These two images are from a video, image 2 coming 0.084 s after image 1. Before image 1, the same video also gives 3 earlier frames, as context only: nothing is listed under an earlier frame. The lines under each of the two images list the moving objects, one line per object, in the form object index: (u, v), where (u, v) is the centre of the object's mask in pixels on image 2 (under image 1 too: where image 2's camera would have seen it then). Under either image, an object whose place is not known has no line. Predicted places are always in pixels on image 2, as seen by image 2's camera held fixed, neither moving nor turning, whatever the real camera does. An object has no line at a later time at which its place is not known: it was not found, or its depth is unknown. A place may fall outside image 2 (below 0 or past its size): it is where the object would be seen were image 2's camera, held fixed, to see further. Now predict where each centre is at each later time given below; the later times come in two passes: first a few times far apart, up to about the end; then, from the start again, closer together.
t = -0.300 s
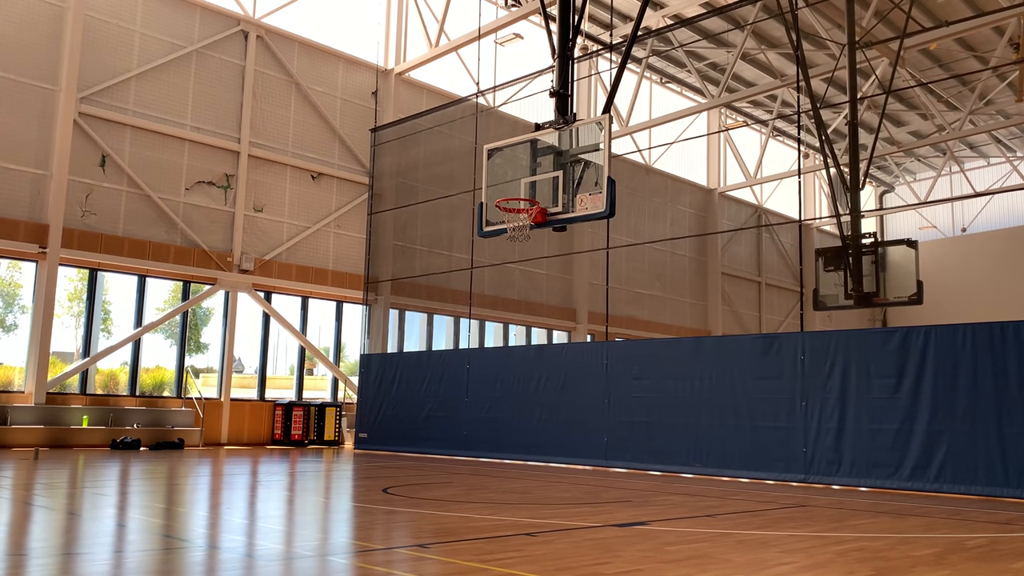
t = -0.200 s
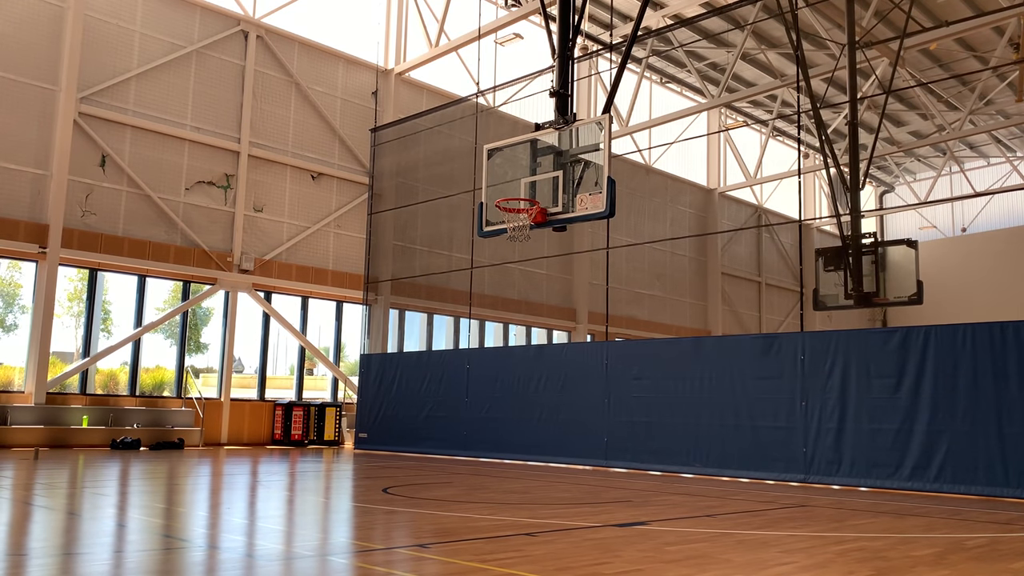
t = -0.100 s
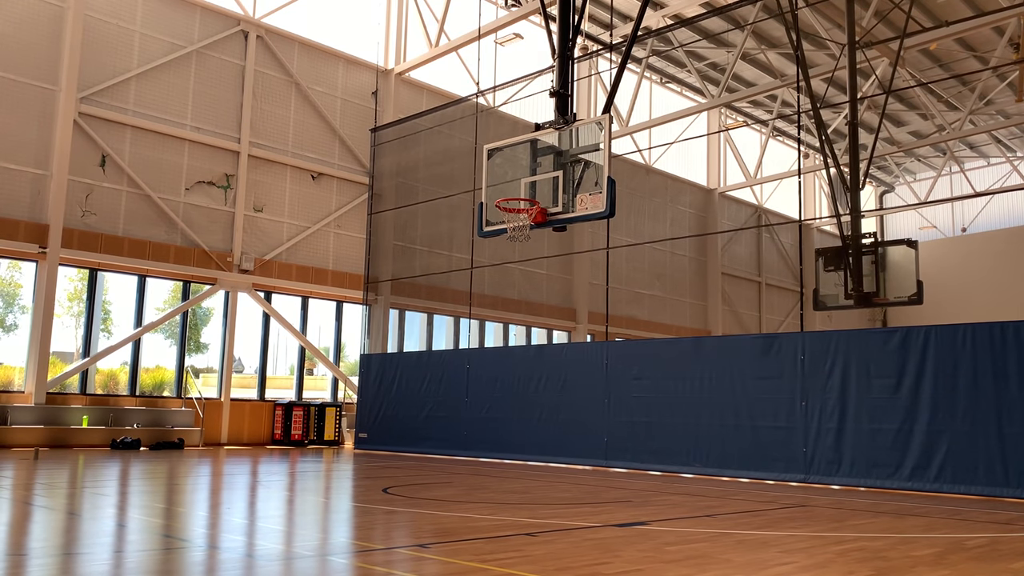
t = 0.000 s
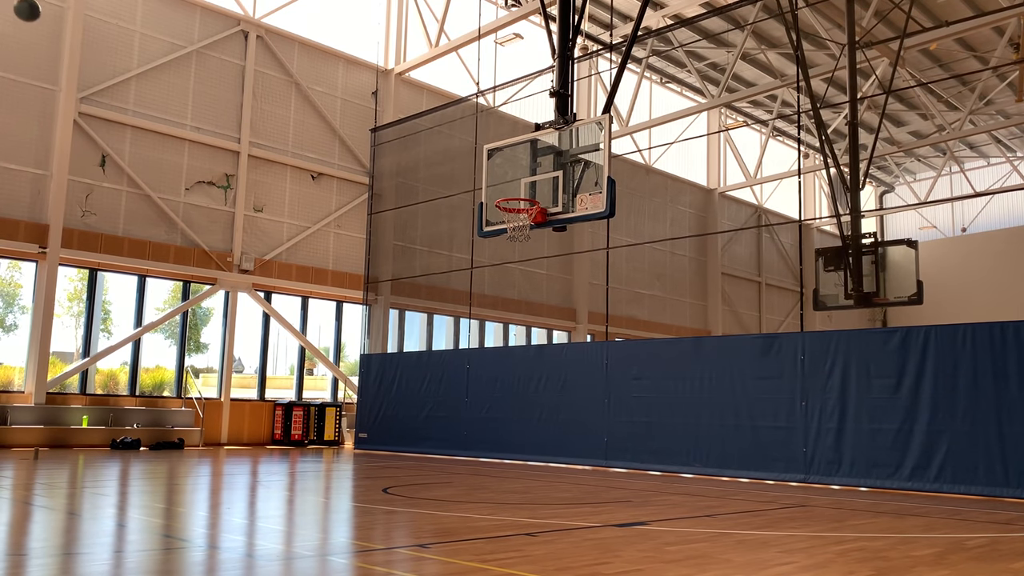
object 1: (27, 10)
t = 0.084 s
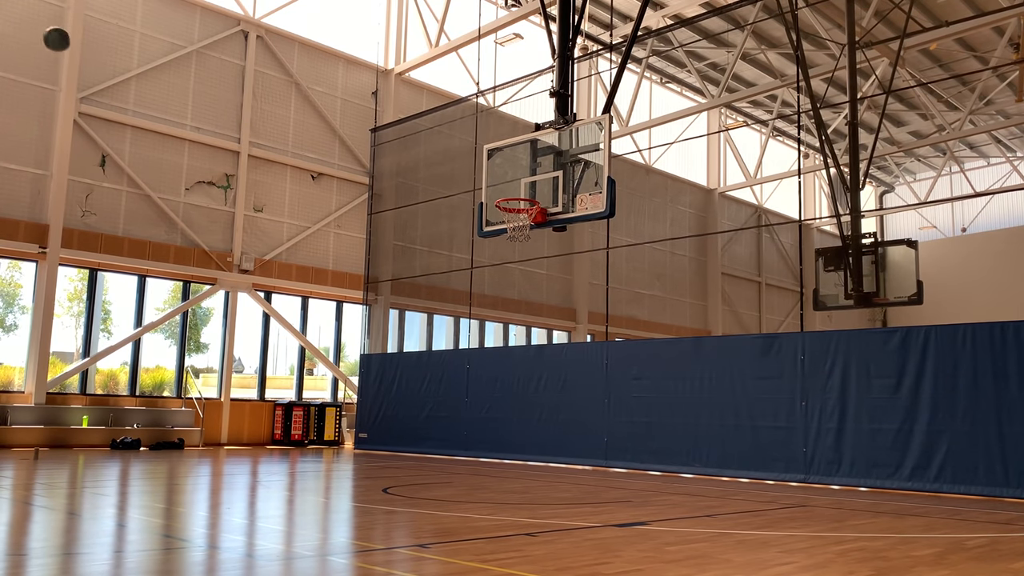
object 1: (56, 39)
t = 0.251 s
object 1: (113, 116)
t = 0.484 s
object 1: (187, 267)
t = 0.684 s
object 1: (248, 434)
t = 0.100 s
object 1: (62, 46)
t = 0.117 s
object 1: (68, 53)
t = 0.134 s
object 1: (74, 60)
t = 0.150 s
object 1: (80, 68)
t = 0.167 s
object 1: (85, 75)
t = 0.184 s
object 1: (91, 83)
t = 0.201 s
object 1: (97, 91)
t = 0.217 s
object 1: (103, 99)
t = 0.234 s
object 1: (108, 108)
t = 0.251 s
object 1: (113, 116)
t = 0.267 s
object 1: (119, 126)
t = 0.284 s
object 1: (124, 135)
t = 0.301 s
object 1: (129, 144)
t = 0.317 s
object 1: (135, 154)
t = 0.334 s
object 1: (140, 165)
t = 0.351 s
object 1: (145, 175)
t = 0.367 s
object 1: (150, 186)
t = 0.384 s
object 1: (156, 197)
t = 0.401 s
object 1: (161, 208)
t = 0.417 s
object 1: (166, 219)
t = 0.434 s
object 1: (172, 231)
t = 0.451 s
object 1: (177, 242)
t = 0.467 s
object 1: (182, 255)
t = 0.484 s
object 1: (187, 267)
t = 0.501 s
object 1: (193, 280)
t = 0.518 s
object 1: (198, 292)
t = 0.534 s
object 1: (202, 306)
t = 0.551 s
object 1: (207, 319)
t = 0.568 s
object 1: (213, 333)
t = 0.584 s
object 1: (218, 346)
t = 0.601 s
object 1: (223, 360)
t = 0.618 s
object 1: (228, 375)
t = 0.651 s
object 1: (238, 405)
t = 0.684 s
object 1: (248, 434)
